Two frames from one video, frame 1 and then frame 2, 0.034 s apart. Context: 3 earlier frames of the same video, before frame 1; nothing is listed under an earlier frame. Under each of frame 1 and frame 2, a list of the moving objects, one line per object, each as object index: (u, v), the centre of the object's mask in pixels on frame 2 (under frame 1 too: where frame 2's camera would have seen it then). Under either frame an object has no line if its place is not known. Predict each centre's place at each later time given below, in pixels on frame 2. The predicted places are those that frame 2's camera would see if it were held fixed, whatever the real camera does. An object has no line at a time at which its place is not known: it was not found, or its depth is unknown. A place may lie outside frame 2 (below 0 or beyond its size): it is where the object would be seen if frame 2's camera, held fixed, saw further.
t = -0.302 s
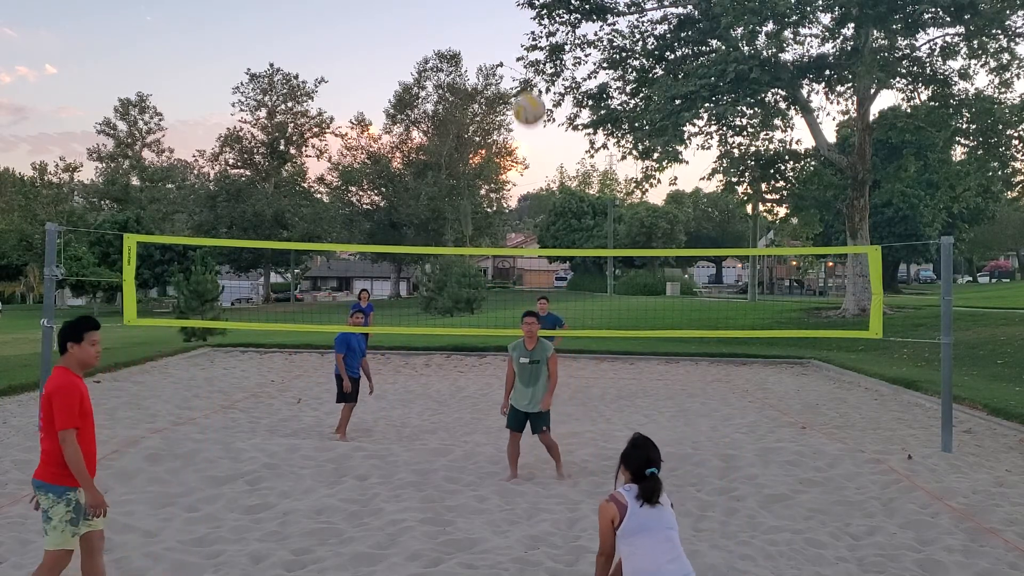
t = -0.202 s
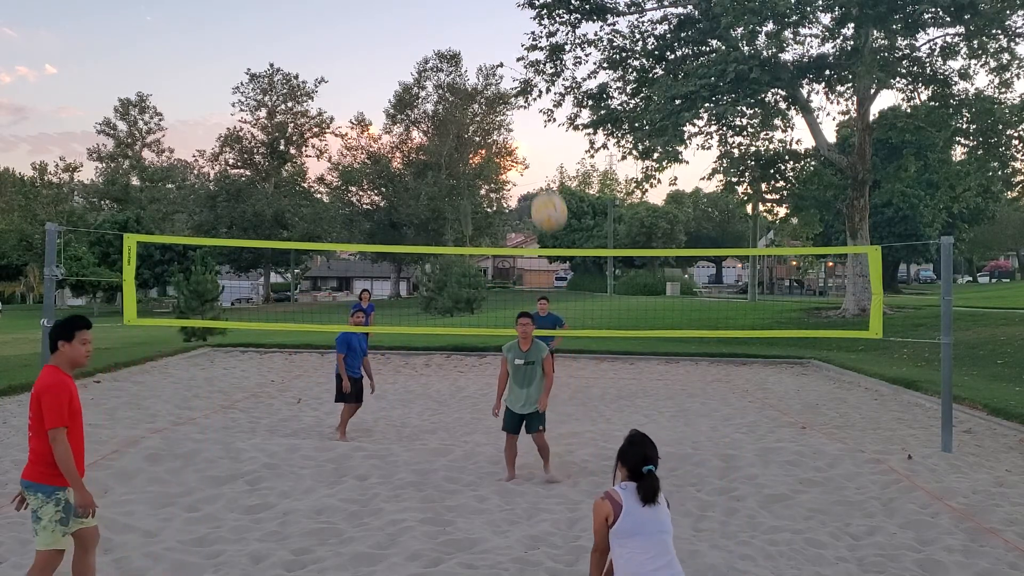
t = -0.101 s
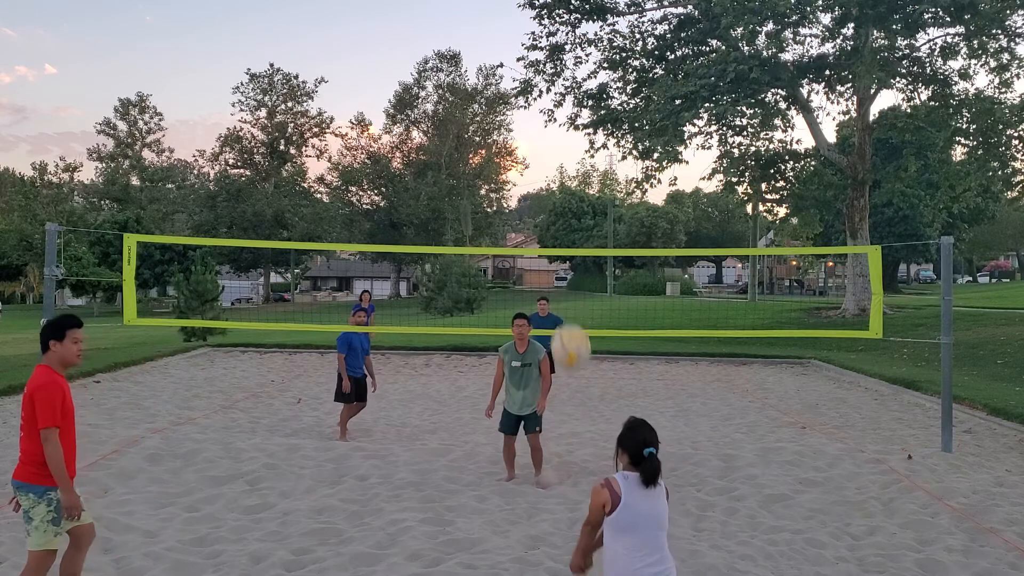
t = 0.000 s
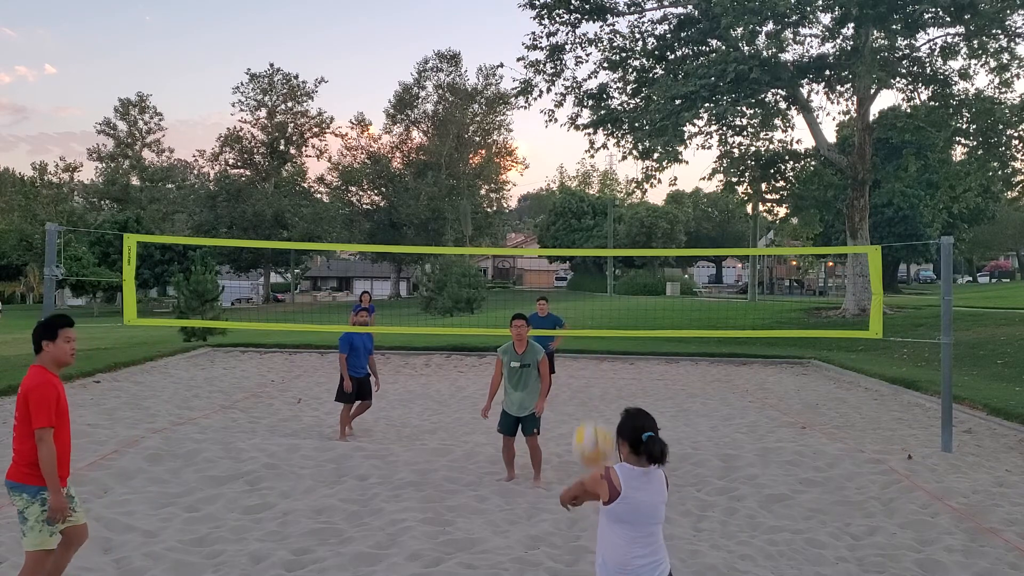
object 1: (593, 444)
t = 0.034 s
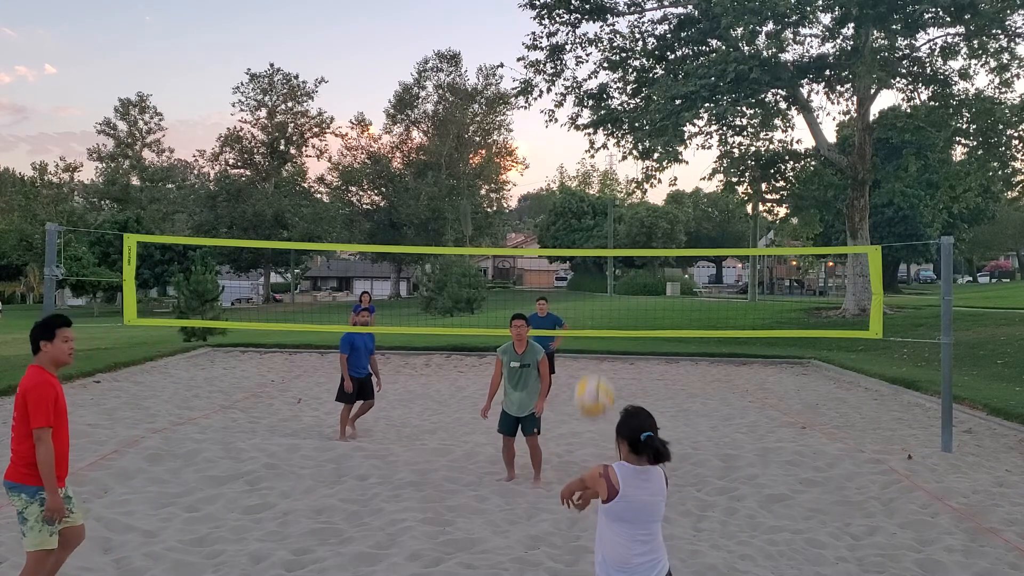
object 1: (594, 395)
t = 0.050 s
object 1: (594, 373)
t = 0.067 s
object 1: (595, 352)
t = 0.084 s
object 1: (596, 333)
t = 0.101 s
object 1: (597, 312)
